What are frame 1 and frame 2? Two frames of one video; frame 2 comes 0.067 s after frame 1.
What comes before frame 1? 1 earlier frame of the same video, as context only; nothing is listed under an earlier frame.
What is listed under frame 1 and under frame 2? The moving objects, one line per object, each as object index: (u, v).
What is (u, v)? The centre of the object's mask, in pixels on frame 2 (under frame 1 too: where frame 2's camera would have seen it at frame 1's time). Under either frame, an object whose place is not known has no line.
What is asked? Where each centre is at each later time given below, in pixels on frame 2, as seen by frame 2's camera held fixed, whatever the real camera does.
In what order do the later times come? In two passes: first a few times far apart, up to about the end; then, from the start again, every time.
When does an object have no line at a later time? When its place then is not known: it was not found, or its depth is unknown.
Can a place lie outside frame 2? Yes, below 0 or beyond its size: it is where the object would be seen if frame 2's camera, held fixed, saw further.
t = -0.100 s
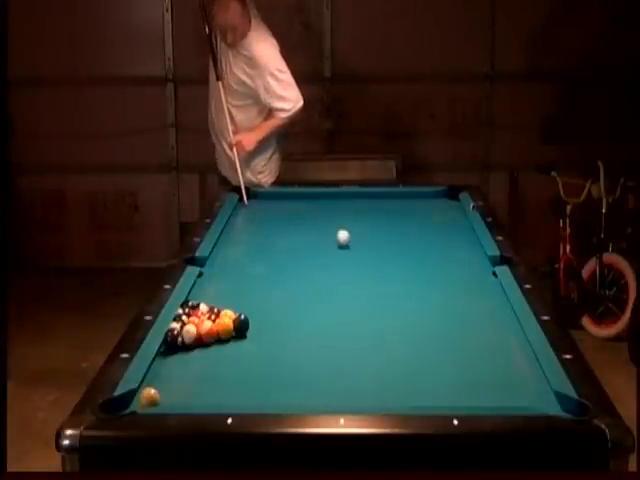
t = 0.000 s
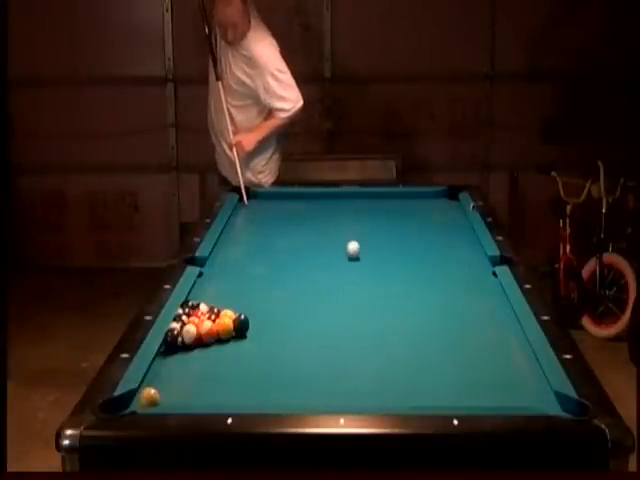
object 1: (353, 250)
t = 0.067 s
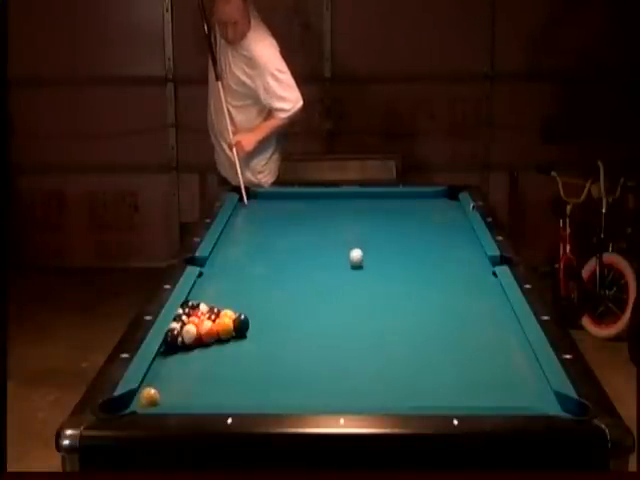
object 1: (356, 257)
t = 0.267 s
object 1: (342, 283)
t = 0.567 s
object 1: (274, 329)
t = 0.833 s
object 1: (193, 382)
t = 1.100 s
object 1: (163, 386)
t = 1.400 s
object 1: (162, 370)
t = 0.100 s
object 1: (356, 262)
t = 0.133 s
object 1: (355, 266)
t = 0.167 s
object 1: (354, 270)
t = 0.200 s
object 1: (351, 275)
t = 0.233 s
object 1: (347, 279)
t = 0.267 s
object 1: (342, 283)
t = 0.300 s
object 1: (337, 288)
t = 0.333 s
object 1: (329, 293)
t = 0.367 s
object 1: (322, 298)
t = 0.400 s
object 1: (314, 303)
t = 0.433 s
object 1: (307, 307)
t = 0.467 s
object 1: (299, 313)
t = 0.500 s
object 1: (291, 318)
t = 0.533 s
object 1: (282, 323)
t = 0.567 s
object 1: (274, 329)
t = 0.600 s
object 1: (265, 335)
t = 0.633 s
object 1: (255, 342)
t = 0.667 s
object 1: (246, 346)
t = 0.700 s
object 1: (236, 354)
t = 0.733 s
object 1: (226, 360)
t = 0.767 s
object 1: (216, 366)
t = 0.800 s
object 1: (205, 374)
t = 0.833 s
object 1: (193, 382)
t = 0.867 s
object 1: (182, 388)
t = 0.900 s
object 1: (172, 392)
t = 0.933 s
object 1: (171, 396)
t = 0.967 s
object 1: (171, 394)
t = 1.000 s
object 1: (169, 392)
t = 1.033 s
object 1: (168, 391)
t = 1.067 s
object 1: (165, 390)
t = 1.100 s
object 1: (163, 386)
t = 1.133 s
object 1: (161, 382)
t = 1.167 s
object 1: (160, 378)
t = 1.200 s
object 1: (156, 379)
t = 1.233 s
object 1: (155, 379)
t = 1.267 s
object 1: (154, 376)
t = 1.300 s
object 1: (156, 374)
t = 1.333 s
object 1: (159, 372)
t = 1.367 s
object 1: (160, 371)
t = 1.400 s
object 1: (162, 370)
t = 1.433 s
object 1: (166, 367)
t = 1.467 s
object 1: (170, 365)
